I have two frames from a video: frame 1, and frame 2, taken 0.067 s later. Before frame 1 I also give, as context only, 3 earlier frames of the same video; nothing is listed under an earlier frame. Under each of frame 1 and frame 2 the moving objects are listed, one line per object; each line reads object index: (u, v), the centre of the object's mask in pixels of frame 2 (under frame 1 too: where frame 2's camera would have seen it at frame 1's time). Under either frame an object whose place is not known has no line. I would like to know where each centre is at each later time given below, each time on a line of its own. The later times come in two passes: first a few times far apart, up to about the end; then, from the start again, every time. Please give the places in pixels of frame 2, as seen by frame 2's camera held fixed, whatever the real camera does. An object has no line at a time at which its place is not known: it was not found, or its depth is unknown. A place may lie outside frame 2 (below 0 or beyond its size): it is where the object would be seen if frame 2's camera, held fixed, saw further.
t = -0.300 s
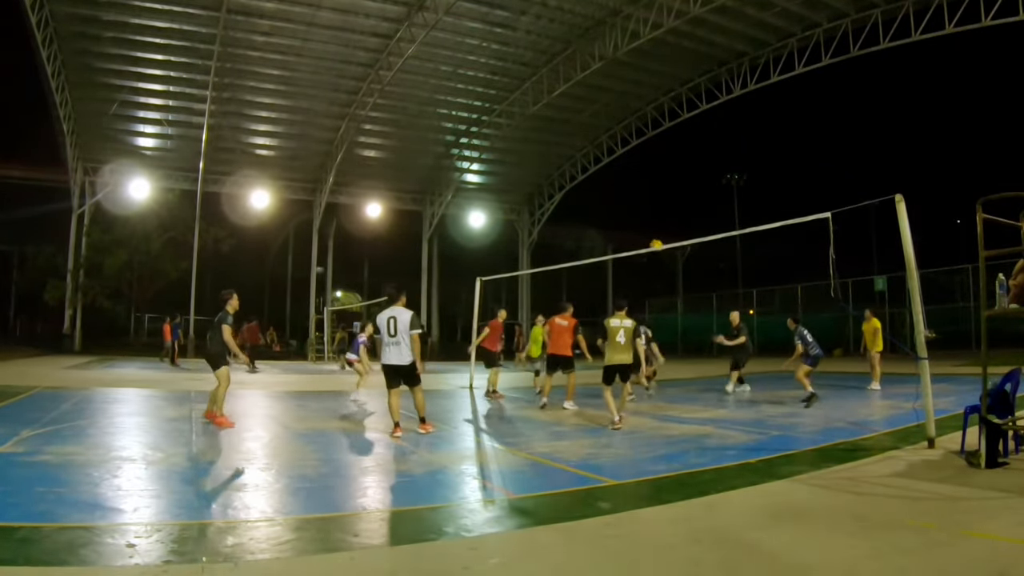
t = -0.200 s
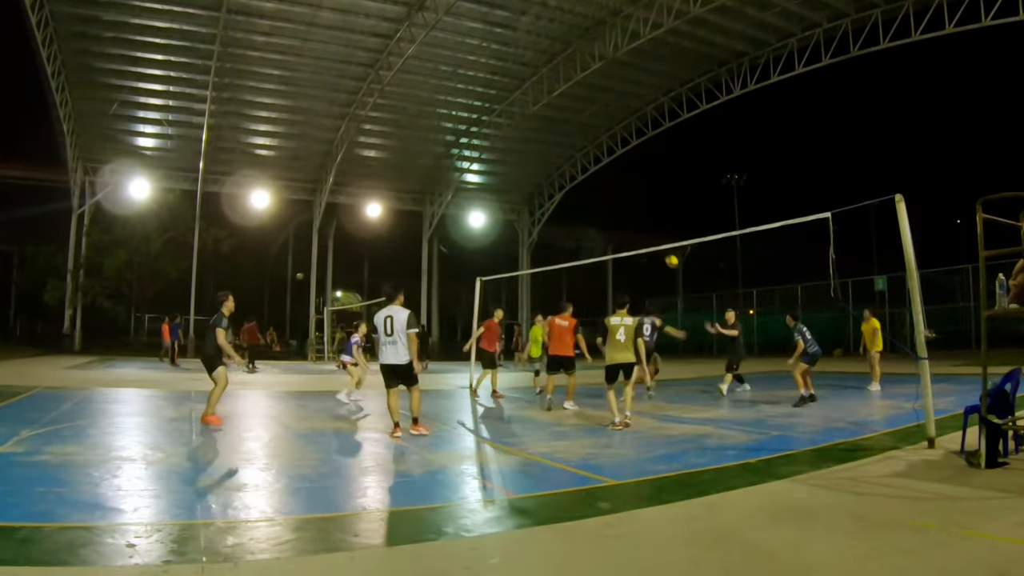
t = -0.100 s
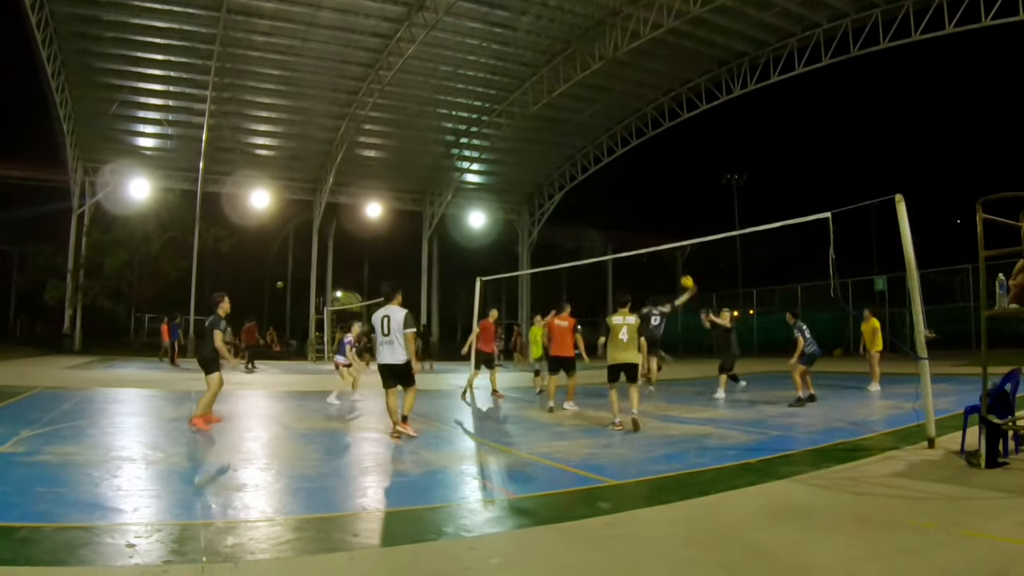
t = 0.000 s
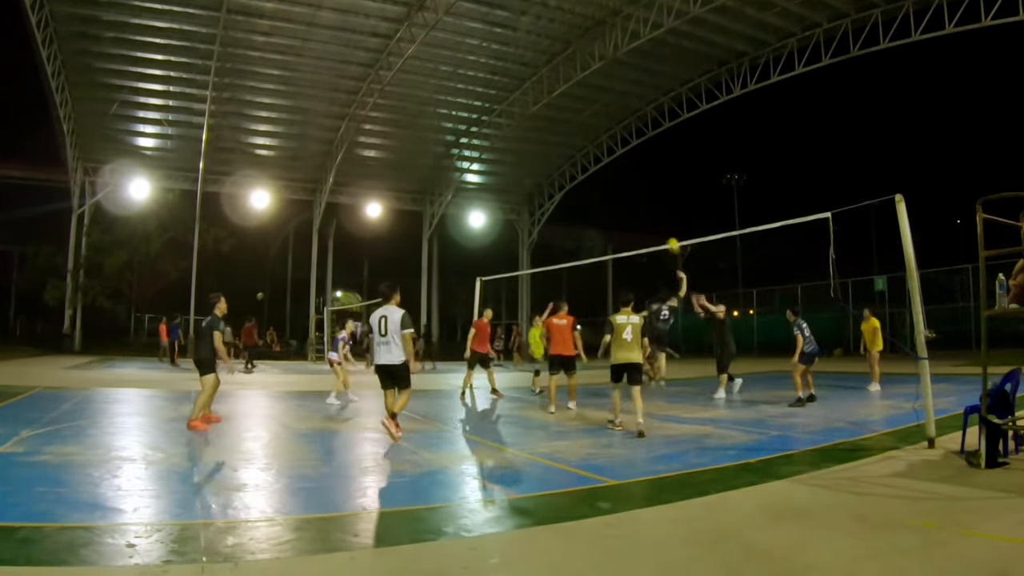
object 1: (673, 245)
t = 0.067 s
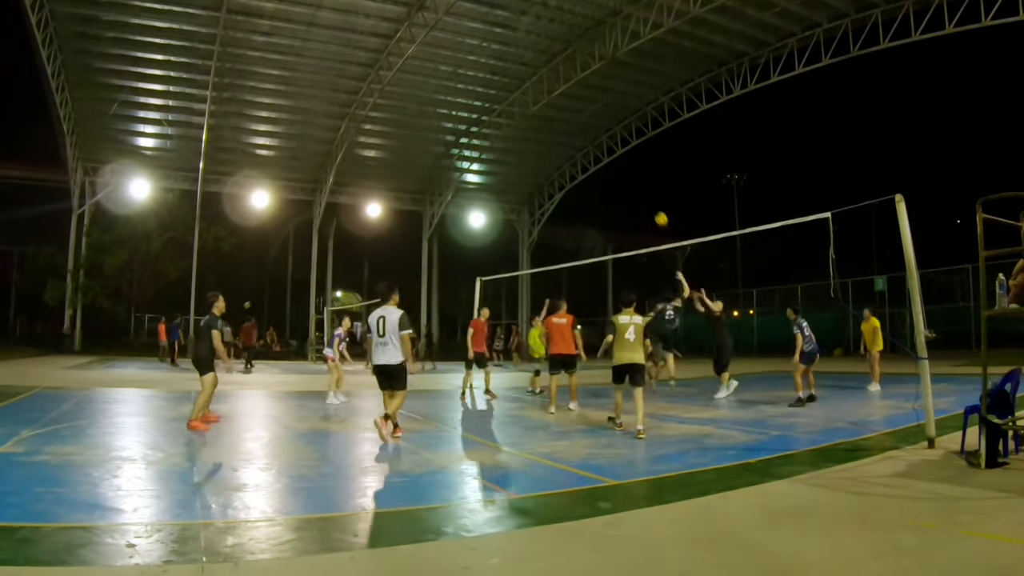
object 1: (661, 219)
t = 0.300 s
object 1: (618, 146)
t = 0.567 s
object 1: (566, 98)
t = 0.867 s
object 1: (505, 88)
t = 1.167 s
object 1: (439, 132)
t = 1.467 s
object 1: (368, 239)
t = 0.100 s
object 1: (655, 207)
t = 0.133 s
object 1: (649, 196)
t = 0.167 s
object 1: (643, 184)
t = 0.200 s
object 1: (636, 174)
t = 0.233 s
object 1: (630, 164)
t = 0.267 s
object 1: (624, 155)
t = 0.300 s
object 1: (618, 146)
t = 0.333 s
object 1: (611, 138)
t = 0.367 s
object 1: (604, 130)
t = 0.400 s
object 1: (599, 124)
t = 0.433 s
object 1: (592, 117)
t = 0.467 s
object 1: (585, 112)
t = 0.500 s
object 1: (579, 106)
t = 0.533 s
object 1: (573, 102)
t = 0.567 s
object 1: (566, 98)
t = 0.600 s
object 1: (559, 95)
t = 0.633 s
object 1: (553, 91)
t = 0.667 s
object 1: (546, 89)
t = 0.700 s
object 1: (539, 87)
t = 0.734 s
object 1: (533, 86)
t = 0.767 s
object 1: (526, 86)
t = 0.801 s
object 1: (519, 86)
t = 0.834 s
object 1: (512, 86)
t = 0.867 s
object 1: (505, 88)
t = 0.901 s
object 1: (498, 90)
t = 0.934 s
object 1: (491, 92)
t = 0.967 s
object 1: (484, 96)
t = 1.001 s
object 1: (477, 101)
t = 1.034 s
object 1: (469, 105)
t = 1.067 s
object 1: (461, 110)
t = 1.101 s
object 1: (454, 116)
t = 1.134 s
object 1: (447, 123)
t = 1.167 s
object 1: (439, 132)
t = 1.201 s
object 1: (431, 140)
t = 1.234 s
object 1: (424, 150)
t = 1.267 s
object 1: (416, 159)
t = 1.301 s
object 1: (408, 170)
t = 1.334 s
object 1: (400, 182)
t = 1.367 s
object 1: (393, 194)
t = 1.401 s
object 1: (387, 209)
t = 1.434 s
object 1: (375, 225)
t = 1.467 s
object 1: (368, 239)
